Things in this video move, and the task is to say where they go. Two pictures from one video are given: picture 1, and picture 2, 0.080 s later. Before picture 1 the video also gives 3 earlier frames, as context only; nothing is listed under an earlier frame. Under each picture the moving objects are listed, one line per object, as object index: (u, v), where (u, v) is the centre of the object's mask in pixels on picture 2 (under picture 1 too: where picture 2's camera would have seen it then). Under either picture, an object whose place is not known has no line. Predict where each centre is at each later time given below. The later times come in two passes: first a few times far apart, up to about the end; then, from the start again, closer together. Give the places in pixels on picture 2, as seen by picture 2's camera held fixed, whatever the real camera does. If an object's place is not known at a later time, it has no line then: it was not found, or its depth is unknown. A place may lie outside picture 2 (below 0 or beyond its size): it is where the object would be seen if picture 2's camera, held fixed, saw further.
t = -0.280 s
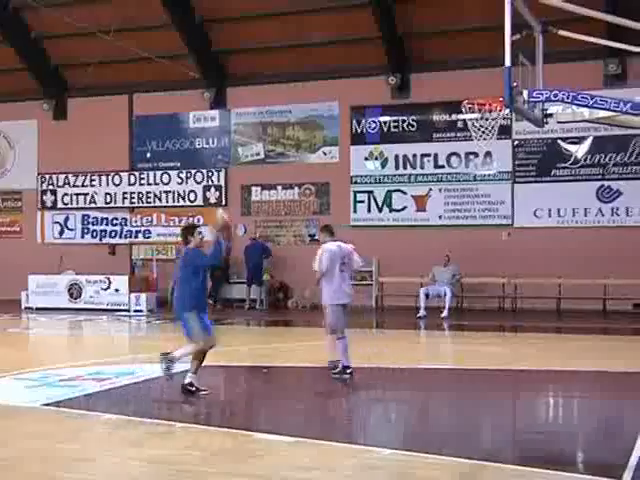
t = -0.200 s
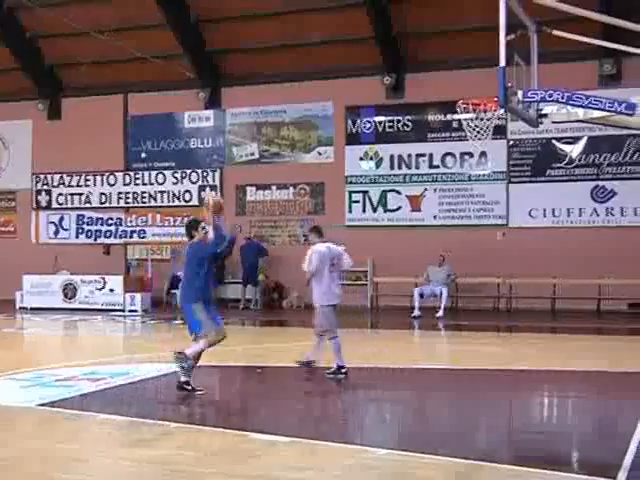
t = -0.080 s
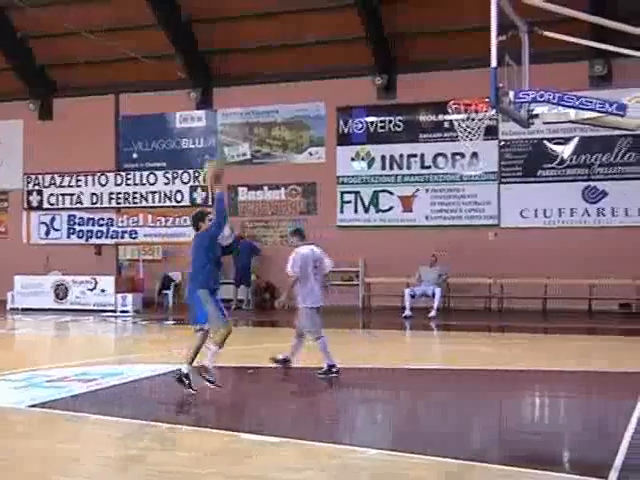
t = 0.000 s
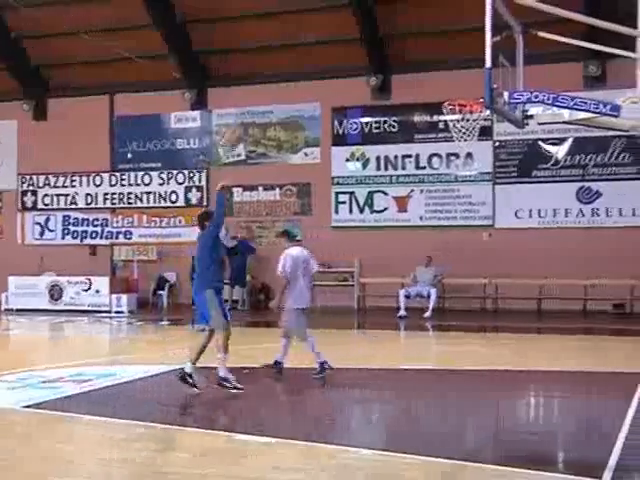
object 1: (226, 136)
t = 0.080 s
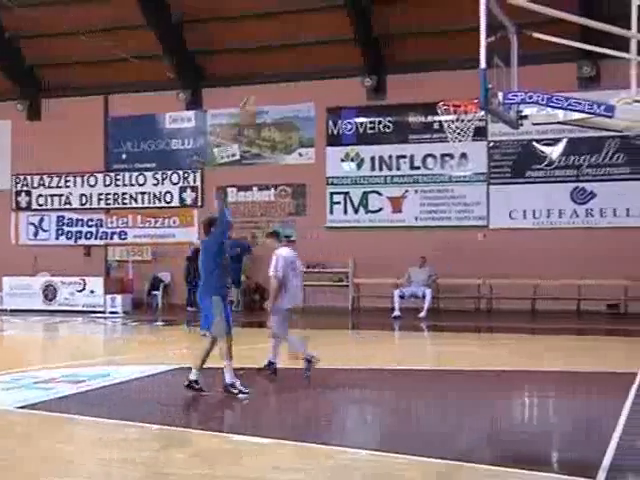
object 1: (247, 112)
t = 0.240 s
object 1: (296, 69)
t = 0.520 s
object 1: (383, 54)
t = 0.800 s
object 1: (465, 90)
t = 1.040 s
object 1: (471, 87)
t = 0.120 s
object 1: (263, 95)
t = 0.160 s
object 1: (276, 81)
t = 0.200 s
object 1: (285, 76)
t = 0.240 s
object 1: (296, 69)
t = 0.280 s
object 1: (308, 64)
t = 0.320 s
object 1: (320, 58)
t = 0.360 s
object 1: (333, 53)
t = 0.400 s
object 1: (346, 51)
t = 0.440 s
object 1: (359, 51)
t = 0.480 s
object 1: (372, 51)
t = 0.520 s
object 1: (383, 54)
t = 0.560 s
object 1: (394, 56)
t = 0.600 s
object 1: (407, 60)
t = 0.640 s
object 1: (418, 64)
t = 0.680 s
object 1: (432, 73)
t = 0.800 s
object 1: (465, 90)
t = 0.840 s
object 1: (468, 86)
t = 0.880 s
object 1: (470, 87)
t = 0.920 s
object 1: (473, 87)
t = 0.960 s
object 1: (475, 88)
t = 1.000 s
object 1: (476, 87)
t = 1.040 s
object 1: (471, 87)
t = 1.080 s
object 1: (468, 88)
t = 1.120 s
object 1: (467, 88)
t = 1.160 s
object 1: (466, 90)
